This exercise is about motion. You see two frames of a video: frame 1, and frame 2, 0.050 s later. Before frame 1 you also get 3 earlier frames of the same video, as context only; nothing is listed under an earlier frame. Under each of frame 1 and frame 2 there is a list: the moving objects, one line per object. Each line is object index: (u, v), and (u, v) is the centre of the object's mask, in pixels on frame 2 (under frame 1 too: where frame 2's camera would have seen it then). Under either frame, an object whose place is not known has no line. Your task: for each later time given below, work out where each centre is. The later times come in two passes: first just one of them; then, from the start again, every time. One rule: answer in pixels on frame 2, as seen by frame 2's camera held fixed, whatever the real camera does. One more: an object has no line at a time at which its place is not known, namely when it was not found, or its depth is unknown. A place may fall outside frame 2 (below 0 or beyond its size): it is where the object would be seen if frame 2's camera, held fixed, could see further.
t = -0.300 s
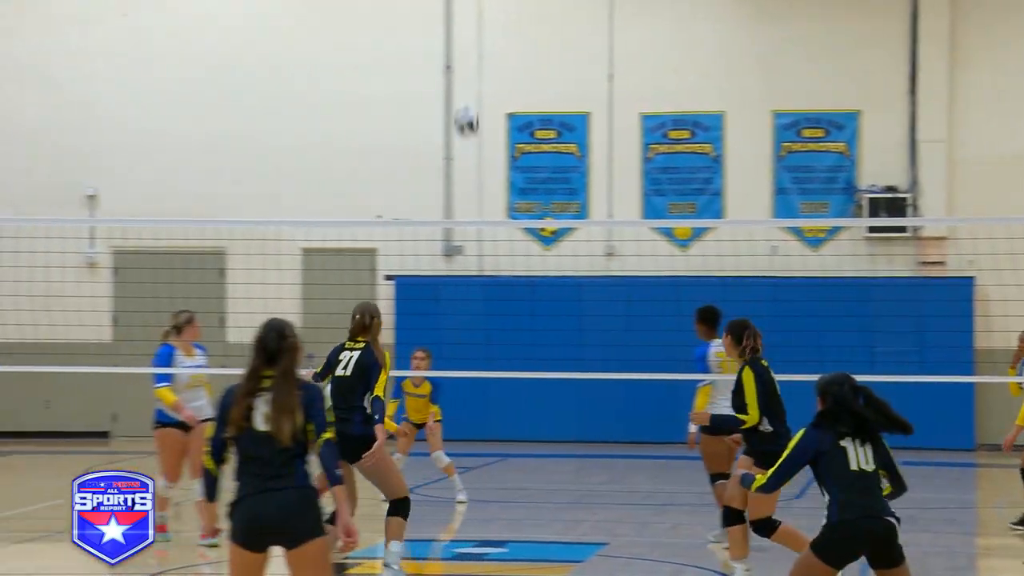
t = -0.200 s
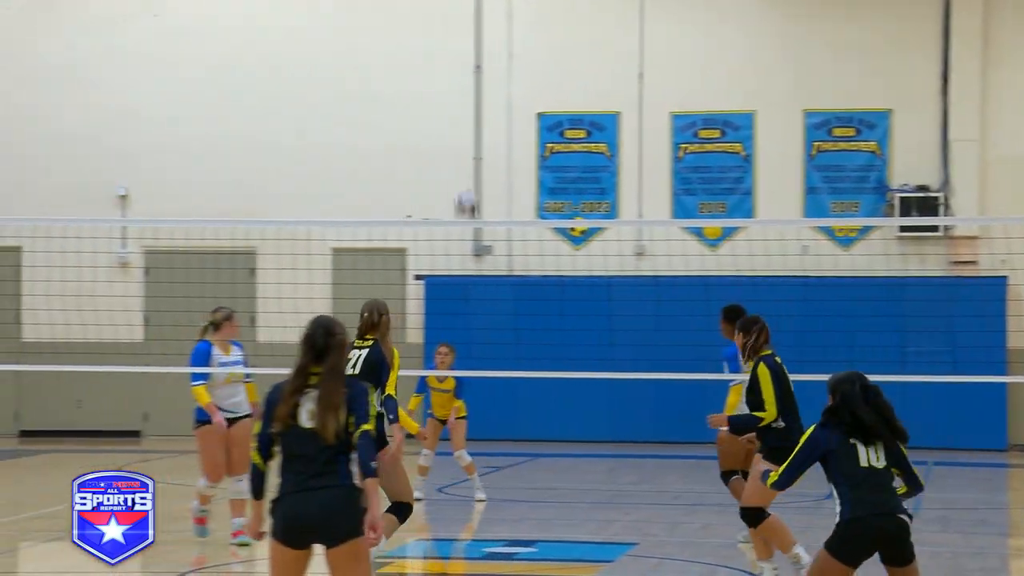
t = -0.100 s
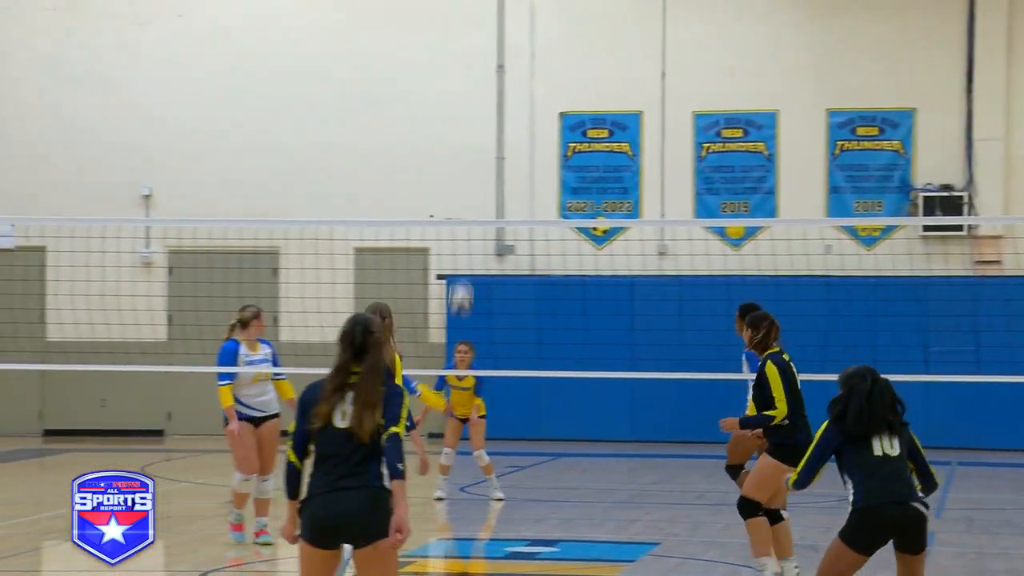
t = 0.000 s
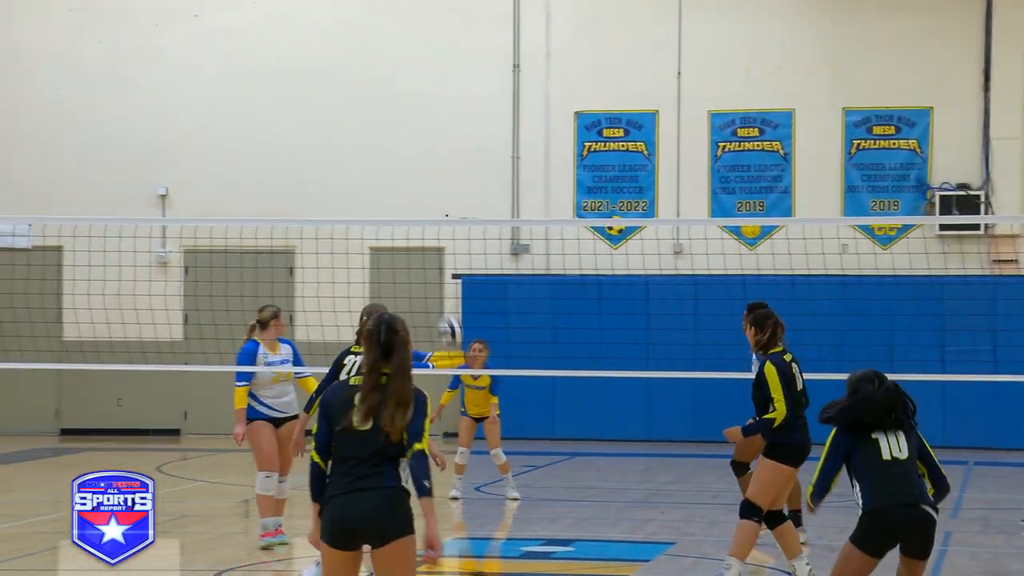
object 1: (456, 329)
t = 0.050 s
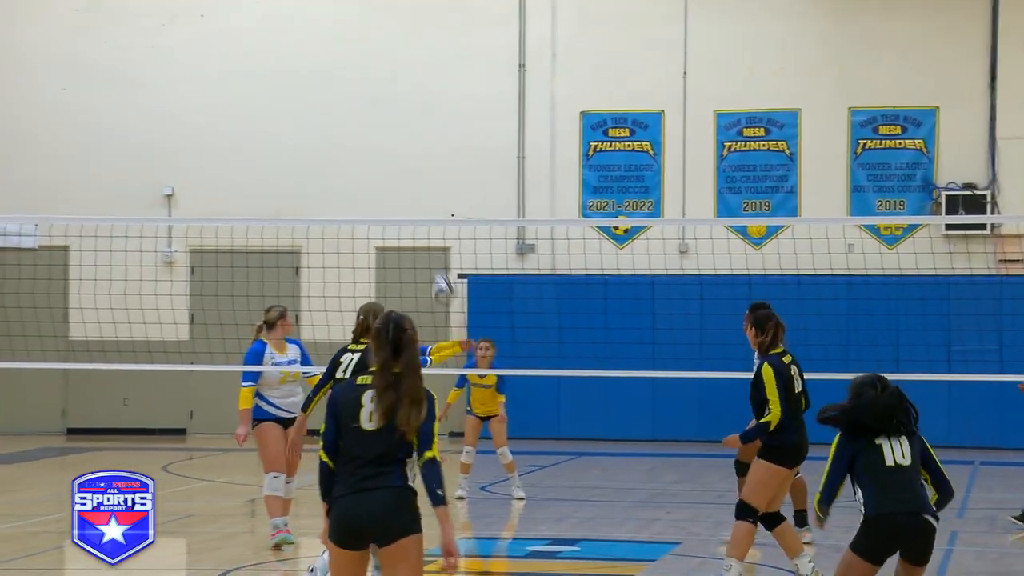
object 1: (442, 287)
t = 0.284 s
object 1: (380, 123)
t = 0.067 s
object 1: (438, 272)
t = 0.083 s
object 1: (434, 261)
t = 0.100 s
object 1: (431, 248)
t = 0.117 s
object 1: (426, 235)
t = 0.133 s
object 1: (423, 223)
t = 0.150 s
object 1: (419, 209)
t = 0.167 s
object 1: (414, 199)
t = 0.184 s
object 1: (409, 188)
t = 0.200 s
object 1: (405, 178)
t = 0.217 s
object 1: (400, 166)
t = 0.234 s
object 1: (395, 154)
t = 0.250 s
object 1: (390, 143)
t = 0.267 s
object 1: (385, 133)
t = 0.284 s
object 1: (380, 123)
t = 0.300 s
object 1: (376, 112)
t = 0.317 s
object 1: (371, 104)
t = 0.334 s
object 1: (366, 95)
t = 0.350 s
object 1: (360, 85)
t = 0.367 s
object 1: (355, 76)
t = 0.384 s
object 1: (349, 68)
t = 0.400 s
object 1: (344, 61)
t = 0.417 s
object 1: (337, 52)
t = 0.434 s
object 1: (332, 45)
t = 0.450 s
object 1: (326, 37)
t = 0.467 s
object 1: (320, 31)
